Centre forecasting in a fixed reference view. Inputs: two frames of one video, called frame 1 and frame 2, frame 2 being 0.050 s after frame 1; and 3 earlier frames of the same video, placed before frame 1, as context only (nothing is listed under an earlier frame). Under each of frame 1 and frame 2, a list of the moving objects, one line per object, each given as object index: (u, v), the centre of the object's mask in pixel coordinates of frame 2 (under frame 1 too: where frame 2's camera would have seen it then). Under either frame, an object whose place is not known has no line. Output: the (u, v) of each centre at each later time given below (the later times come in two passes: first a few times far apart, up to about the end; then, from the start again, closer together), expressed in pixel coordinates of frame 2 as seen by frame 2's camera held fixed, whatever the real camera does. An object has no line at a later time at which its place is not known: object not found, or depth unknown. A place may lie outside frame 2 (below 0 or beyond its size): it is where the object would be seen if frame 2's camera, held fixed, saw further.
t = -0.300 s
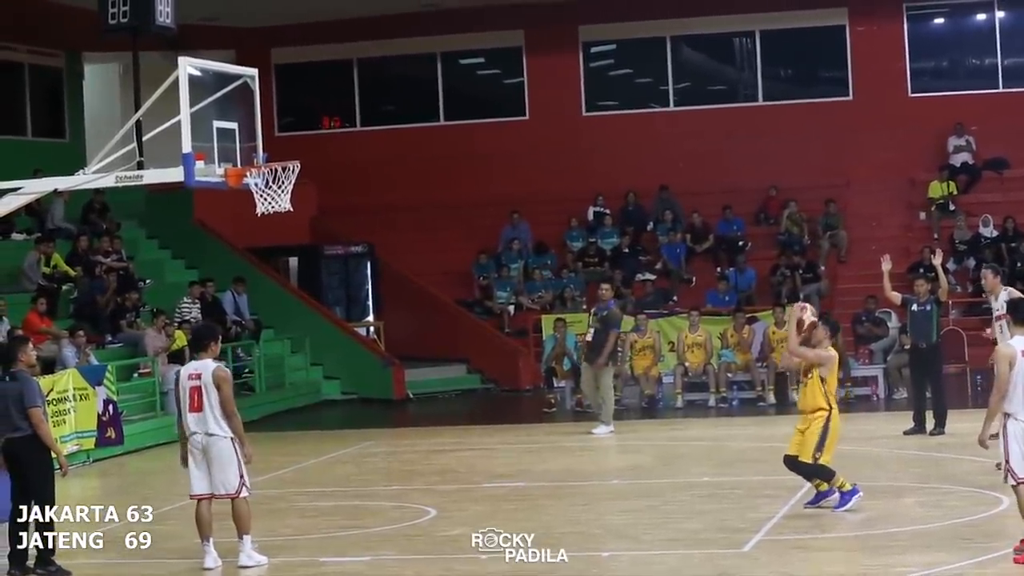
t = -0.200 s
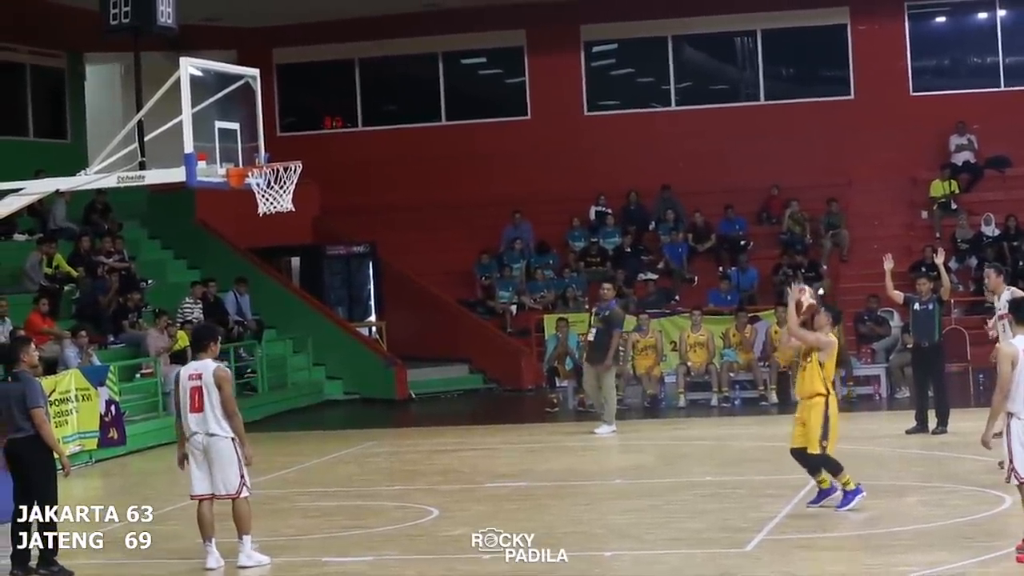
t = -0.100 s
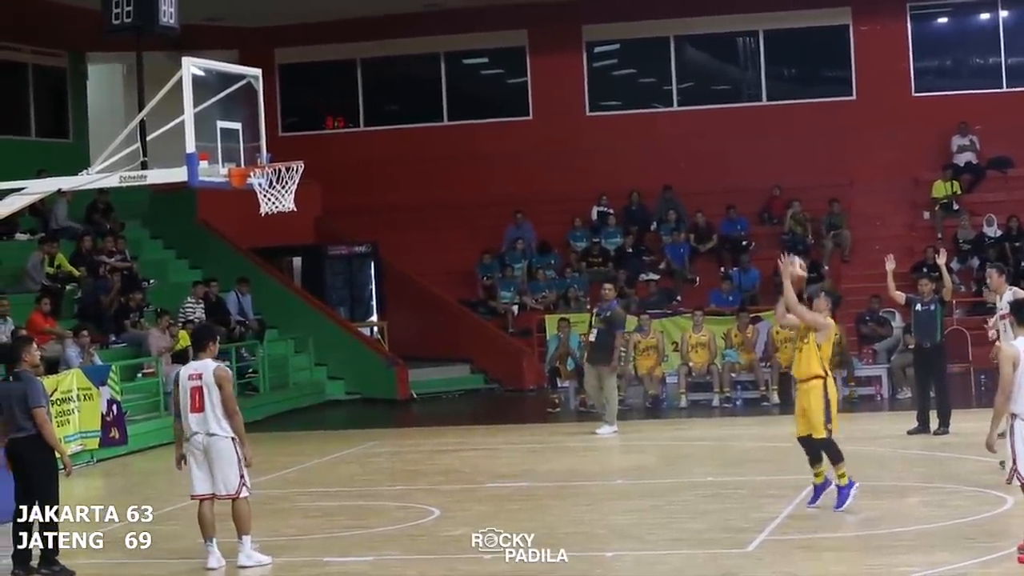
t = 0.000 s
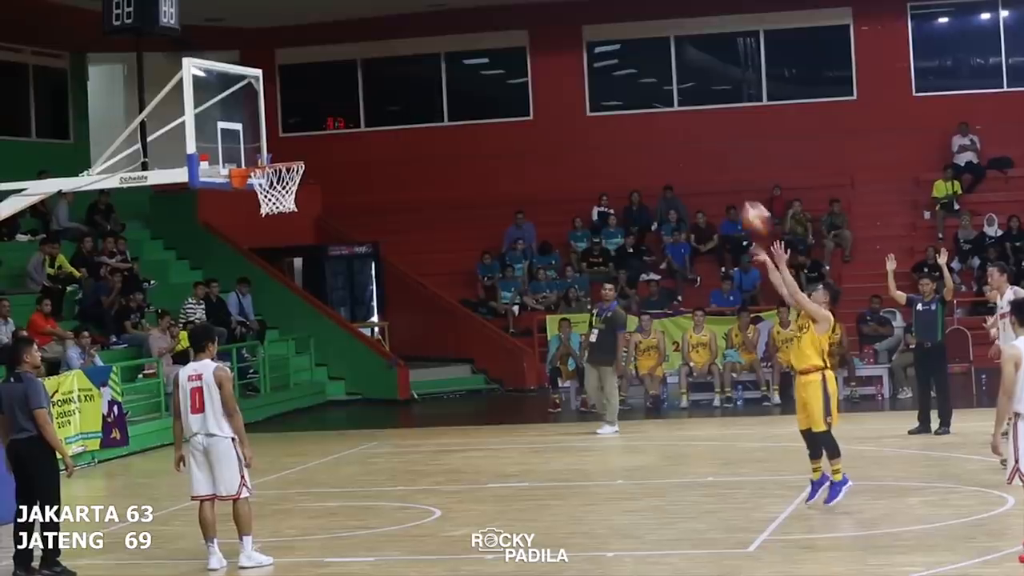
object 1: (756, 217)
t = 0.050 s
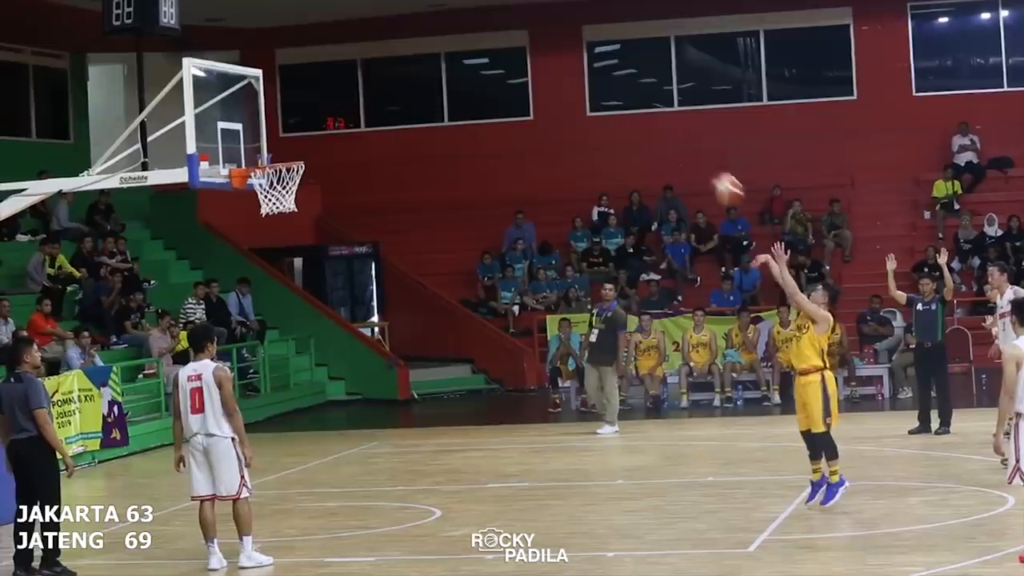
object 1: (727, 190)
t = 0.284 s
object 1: (598, 95)
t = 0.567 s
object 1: (455, 65)
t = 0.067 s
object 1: (718, 181)
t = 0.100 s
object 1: (698, 162)
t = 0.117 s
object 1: (690, 155)
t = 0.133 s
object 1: (680, 148)
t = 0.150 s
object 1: (671, 141)
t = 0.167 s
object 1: (662, 135)
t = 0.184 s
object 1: (651, 127)
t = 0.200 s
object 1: (644, 121)
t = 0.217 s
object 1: (635, 115)
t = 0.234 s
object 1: (626, 109)
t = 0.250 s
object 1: (617, 104)
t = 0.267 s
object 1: (606, 99)
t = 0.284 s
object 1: (598, 95)
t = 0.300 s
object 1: (589, 90)
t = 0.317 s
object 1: (581, 86)
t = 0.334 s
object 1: (572, 82)
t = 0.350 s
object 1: (563, 79)
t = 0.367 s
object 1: (555, 76)
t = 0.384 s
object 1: (546, 73)
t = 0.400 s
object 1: (539, 71)
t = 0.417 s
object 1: (530, 69)
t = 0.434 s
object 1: (522, 67)
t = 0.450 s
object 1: (512, 66)
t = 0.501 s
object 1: (487, 64)
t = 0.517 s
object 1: (479, 64)
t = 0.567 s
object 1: (455, 65)
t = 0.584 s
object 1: (446, 66)
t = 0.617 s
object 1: (430, 69)
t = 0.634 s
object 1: (422, 71)
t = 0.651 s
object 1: (414, 73)
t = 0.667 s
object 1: (406, 76)
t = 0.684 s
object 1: (398, 79)
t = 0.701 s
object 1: (391, 83)
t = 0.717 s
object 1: (384, 86)
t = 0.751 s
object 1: (369, 93)
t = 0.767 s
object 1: (361, 99)
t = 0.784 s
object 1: (354, 103)
